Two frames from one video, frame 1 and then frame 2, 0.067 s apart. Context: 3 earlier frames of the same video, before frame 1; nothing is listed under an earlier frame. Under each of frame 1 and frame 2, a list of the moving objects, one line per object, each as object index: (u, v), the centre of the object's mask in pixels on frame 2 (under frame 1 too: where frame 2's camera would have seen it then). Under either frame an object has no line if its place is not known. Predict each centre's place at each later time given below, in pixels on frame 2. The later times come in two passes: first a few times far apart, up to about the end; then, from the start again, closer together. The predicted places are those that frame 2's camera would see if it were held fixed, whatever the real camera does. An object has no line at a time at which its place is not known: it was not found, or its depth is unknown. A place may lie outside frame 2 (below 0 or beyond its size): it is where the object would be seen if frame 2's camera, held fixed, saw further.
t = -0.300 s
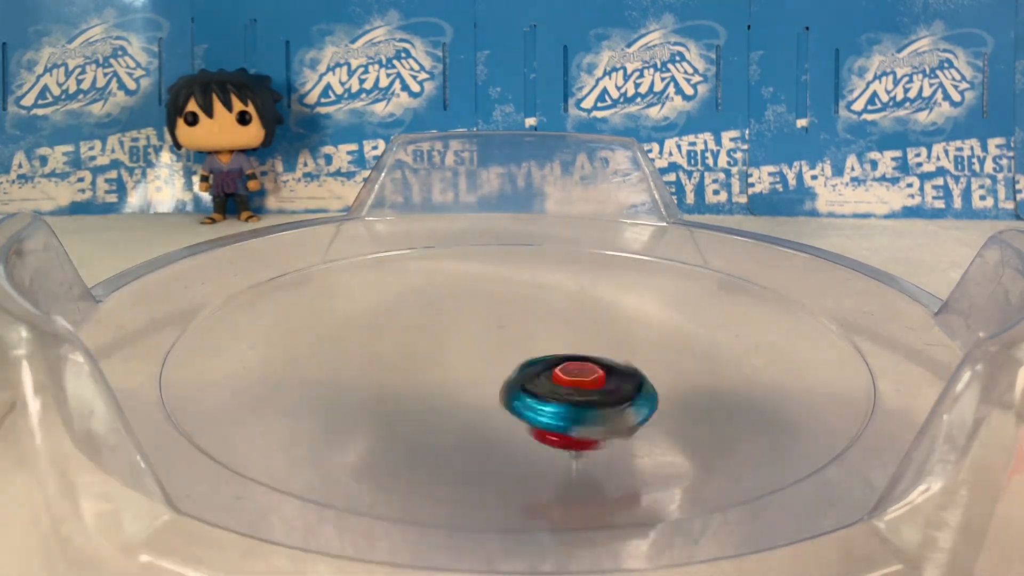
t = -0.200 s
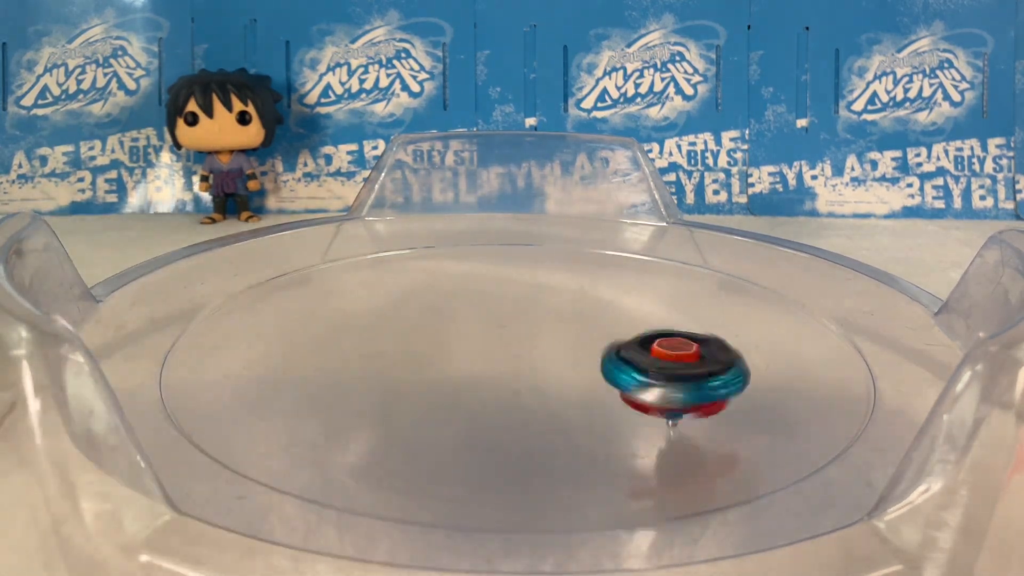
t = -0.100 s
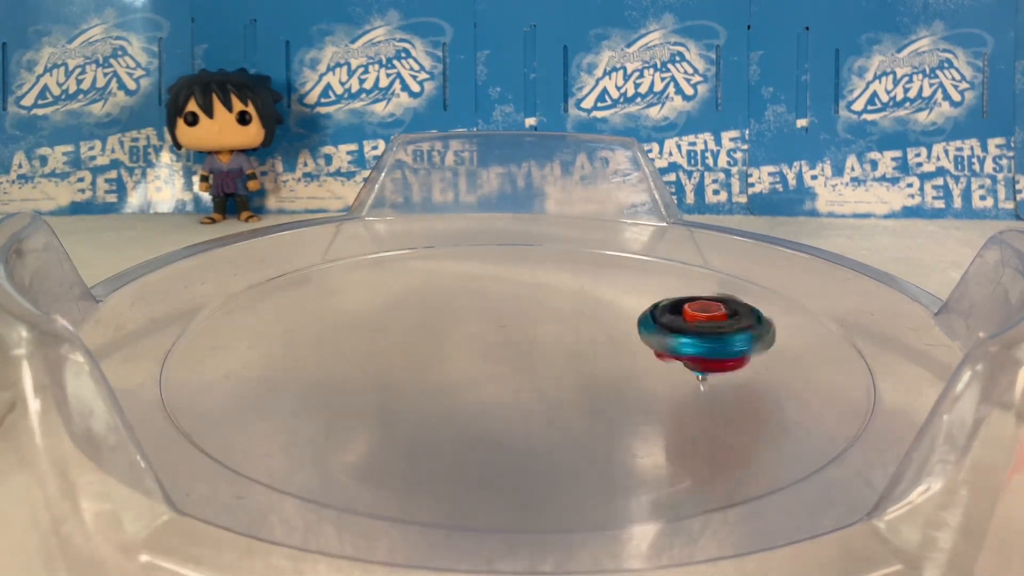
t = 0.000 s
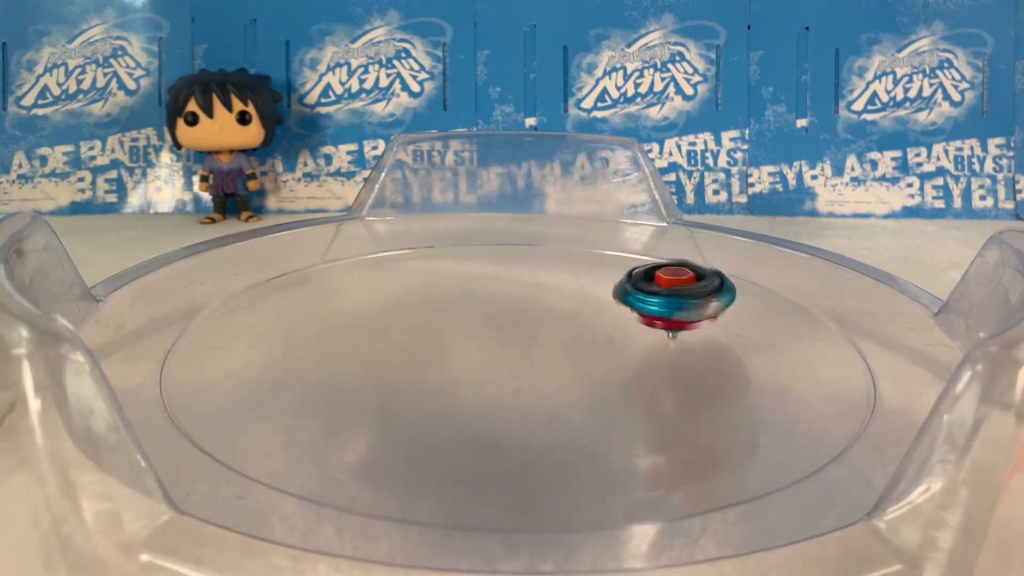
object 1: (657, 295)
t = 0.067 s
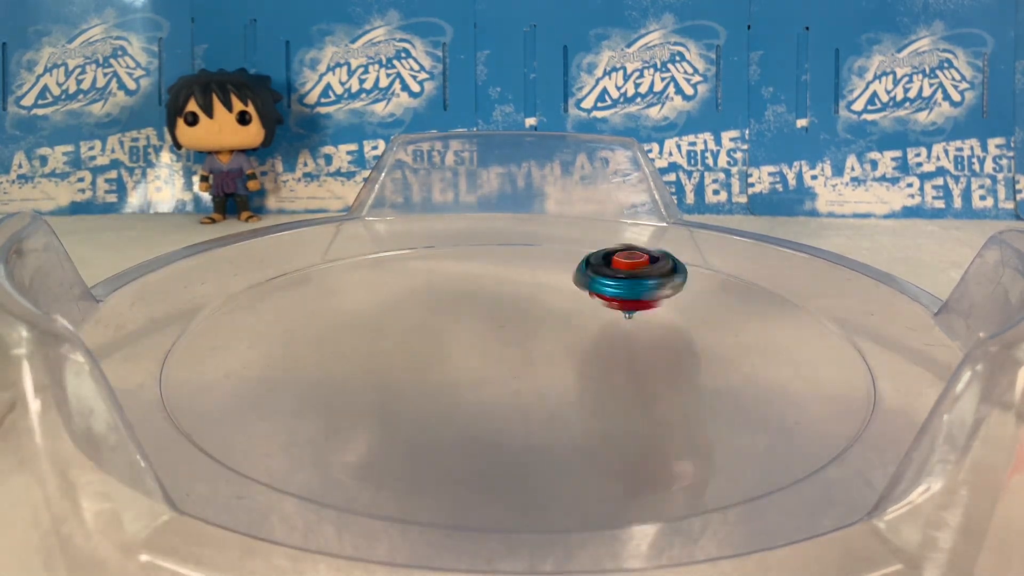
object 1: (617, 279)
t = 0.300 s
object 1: (420, 280)
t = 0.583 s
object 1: (394, 382)
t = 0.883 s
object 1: (695, 378)
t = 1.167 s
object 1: (598, 289)
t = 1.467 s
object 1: (348, 313)
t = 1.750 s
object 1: (434, 408)
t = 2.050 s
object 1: (668, 346)
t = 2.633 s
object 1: (324, 322)
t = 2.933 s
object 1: (545, 404)
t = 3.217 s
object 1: (673, 311)
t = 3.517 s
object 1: (472, 275)
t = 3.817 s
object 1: (344, 360)
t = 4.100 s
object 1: (614, 396)
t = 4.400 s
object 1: (636, 302)
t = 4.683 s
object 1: (408, 292)
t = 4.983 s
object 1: (342, 383)
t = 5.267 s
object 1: (627, 381)
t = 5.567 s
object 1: (579, 284)
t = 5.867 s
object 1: (367, 290)
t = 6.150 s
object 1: (407, 387)
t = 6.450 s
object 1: (683, 356)
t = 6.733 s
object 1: (581, 282)
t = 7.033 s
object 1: (371, 319)
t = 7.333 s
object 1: (461, 409)
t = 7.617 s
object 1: (684, 357)
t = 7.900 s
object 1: (537, 290)
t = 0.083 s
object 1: (600, 274)
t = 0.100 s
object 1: (588, 272)
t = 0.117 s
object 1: (589, 270)
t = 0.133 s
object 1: (566, 269)
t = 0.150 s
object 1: (547, 267)
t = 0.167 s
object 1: (530, 264)
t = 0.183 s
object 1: (519, 265)
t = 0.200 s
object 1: (509, 268)
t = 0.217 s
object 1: (491, 269)
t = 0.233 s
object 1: (471, 268)
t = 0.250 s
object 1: (455, 268)
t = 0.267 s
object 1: (448, 272)
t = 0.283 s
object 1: (437, 278)
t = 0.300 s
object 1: (420, 280)
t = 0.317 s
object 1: (403, 281)
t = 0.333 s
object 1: (395, 286)
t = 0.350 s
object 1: (386, 293)
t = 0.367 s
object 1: (381, 299)
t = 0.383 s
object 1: (363, 303)
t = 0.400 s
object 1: (353, 308)
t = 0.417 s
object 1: (351, 318)
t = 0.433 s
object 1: (359, 322)
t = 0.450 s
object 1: (344, 330)
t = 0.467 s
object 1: (336, 335)
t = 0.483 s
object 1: (334, 341)
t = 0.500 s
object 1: (343, 351)
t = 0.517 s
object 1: (359, 356)
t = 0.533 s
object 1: (350, 365)
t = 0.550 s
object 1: (350, 369)
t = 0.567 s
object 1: (358, 374)
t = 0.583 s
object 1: (394, 382)
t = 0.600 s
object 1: (404, 388)
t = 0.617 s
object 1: (404, 395)
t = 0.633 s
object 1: (413, 397)
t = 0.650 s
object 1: (429, 397)
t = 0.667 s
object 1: (478, 404)
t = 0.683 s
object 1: (486, 411)
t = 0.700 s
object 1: (498, 411)
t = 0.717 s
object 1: (513, 409)
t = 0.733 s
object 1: (532, 406)
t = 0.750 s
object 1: (564, 411)
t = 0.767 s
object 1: (593, 410)
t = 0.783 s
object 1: (607, 408)
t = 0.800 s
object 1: (618, 402)
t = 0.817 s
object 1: (631, 395)
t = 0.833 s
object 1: (649, 390)
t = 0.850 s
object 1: (672, 390)
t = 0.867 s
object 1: (687, 385)
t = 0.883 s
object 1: (695, 378)
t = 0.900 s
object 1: (697, 368)
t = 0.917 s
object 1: (698, 360)
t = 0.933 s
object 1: (708, 356)
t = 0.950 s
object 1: (715, 351)
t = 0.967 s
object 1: (717, 345)
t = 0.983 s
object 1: (710, 336)
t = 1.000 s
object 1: (700, 329)
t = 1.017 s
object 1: (692, 322)
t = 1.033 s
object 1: (690, 318)
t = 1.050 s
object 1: (698, 312)
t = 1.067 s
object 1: (676, 309)
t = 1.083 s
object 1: (661, 304)
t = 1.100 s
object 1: (644, 298)
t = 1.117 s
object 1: (633, 295)
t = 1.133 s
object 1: (625, 288)
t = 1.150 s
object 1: (621, 290)
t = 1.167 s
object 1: (598, 289)
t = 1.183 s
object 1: (578, 285)
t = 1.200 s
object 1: (562, 284)
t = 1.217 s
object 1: (549, 284)
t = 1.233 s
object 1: (539, 285)
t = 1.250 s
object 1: (531, 282)
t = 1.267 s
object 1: (507, 284)
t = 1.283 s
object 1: (488, 283)
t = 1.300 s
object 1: (472, 282)
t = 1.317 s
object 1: (463, 285)
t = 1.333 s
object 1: (460, 287)
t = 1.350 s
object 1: (440, 289)
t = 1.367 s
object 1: (419, 291)
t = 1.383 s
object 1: (403, 293)
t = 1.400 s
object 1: (390, 296)
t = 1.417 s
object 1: (380, 300)
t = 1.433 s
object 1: (383, 303)
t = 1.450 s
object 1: (364, 309)
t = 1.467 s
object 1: (348, 313)
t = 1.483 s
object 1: (335, 316)
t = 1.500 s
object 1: (328, 321)
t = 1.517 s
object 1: (326, 320)
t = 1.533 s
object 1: (334, 334)
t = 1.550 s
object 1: (318, 341)
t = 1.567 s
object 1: (310, 346)
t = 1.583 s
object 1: (305, 351)
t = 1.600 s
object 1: (307, 358)
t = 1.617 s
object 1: (317, 359)
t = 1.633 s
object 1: (337, 372)
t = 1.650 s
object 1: (333, 381)
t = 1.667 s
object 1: (336, 385)
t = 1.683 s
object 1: (345, 389)
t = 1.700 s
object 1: (356, 392)
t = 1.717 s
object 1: (381, 400)
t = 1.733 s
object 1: (410, 407)
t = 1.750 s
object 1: (434, 408)
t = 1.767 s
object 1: (443, 414)
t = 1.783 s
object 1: (458, 414)
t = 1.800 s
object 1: (475, 412)
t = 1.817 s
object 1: (497, 410)
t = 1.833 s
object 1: (546, 414)
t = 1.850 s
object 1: (566, 413)
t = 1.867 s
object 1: (583, 410)
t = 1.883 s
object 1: (590, 409)
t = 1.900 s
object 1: (602, 403)
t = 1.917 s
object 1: (614, 396)
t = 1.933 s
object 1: (626, 389)
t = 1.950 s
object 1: (650, 390)
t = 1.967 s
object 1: (673, 382)
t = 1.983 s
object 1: (680, 375)
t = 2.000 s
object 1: (675, 370)
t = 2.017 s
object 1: (675, 363)
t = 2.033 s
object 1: (671, 354)
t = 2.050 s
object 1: (668, 346)
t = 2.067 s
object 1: (663, 338)
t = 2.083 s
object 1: (664, 334)
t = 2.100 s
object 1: (666, 331)
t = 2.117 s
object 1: (674, 323)
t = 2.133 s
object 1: (655, 318)
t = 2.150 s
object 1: (642, 312)
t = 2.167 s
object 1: (631, 306)
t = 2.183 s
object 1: (618, 299)
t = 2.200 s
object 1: (608, 295)
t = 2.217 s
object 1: (616, 294)
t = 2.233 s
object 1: (604, 290)
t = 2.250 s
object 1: (584, 288)
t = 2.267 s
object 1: (569, 284)
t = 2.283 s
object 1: (553, 280)
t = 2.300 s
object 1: (537, 277)
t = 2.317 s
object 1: (523, 274)
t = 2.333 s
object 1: (512, 274)
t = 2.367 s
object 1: (497, 272)
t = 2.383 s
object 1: (475, 274)
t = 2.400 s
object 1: (459, 273)
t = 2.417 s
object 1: (442, 271)
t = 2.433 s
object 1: (428, 272)
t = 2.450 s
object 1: (414, 273)
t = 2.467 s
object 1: (405, 276)
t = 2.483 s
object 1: (396, 281)
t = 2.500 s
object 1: (391, 282)
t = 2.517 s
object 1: (372, 287)
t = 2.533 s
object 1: (357, 289)
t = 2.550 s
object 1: (344, 292)
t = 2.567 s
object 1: (332, 296)
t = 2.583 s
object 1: (325, 299)
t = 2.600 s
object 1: (320, 306)
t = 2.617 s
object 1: (333, 315)
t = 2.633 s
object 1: (324, 322)
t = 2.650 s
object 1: (314, 329)
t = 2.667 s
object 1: (310, 335)
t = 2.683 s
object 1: (308, 341)
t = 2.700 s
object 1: (308, 346)
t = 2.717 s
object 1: (313, 352)
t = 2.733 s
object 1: (346, 363)
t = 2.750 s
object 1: (356, 370)
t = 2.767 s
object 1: (364, 374)
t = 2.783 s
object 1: (375, 382)
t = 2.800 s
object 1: (383, 389)
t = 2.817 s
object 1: (393, 391)
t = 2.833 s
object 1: (409, 393)
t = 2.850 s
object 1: (426, 394)
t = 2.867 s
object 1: (446, 395)
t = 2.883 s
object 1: (466, 395)
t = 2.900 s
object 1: (513, 403)
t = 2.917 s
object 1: (523, 405)
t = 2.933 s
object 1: (545, 404)
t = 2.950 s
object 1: (561, 403)
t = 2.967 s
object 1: (577, 399)
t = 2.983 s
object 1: (590, 394)
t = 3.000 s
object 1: (604, 389)
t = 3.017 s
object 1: (617, 382)
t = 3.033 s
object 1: (631, 377)
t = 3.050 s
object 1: (643, 370)
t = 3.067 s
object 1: (661, 371)
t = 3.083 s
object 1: (673, 366)
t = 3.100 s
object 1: (694, 357)
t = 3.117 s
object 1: (699, 351)
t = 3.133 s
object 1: (690, 346)
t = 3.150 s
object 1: (689, 339)
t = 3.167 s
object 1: (686, 332)
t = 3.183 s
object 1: (682, 324)
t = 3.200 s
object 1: (678, 317)
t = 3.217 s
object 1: (673, 311)
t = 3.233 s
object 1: (667, 304)
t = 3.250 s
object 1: (663, 300)
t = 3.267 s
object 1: (659, 299)
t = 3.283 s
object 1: (664, 292)
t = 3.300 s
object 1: (645, 290)
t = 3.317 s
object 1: (632, 286)
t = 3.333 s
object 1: (619, 283)
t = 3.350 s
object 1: (605, 279)
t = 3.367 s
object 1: (590, 275)
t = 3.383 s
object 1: (576, 272)
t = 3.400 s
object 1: (562, 270)
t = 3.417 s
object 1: (548, 268)
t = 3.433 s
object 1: (535, 268)
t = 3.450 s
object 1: (524, 271)
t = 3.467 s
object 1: (513, 272)
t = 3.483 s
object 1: (509, 270)
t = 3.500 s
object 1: (493, 272)
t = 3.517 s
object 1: (472, 275)
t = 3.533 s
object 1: (456, 276)
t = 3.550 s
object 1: (441, 278)
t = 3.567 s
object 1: (427, 280)
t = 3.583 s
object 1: (414, 283)
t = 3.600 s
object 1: (402, 287)
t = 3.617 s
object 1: (392, 290)
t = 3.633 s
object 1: (386, 296)
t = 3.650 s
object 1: (378, 301)
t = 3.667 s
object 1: (368, 303)
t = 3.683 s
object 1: (369, 315)
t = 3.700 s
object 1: (364, 319)
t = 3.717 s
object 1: (354, 327)
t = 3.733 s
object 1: (345, 332)
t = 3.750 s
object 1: (340, 337)
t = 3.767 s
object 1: (338, 343)
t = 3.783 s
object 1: (338, 349)
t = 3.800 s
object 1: (339, 354)
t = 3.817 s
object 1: (344, 360)
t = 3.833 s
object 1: (356, 367)
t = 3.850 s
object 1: (383, 376)
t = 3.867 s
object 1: (392, 381)
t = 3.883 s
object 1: (402, 387)
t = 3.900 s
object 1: (415, 392)
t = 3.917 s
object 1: (420, 399)
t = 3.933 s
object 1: (431, 403)
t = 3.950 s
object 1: (446, 406)
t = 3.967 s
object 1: (462, 408)
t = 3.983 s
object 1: (479, 408)
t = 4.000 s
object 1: (498, 408)
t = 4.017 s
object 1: (516, 408)
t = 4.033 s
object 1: (535, 407)
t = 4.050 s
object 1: (556, 405)
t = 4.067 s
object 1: (575, 403)
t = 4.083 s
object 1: (594, 399)
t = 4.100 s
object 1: (614, 396)
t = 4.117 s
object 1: (635, 394)
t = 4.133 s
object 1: (651, 394)
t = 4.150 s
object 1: (667, 388)
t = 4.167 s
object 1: (682, 384)
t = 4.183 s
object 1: (703, 375)
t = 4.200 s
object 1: (708, 369)
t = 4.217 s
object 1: (703, 366)
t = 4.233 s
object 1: (704, 359)
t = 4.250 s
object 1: (703, 352)
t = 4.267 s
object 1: (701, 345)
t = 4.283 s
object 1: (697, 338)
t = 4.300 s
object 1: (692, 332)
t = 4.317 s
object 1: (685, 326)
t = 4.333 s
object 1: (676, 320)
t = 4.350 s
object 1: (667, 315)
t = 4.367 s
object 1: (658, 311)
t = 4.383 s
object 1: (648, 306)
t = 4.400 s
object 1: (636, 302)
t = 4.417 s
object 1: (625, 298)
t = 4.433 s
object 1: (612, 294)
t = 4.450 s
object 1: (599, 291)
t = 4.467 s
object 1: (590, 293)
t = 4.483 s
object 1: (577, 292)
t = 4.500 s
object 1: (564, 289)
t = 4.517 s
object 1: (560, 287)
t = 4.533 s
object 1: (544, 286)
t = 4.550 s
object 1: (524, 286)
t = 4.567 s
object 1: (509, 286)
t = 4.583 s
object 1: (495, 286)
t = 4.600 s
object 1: (479, 285)
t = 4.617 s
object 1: (464, 287)
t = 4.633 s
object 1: (449, 287)
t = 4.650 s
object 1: (435, 288)
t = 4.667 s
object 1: (422, 290)
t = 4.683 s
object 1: (408, 292)
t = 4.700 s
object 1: (393, 294)
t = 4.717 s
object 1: (383, 297)
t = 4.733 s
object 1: (369, 300)
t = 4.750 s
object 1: (364, 305)
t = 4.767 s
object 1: (354, 310)
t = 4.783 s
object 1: (345, 311)
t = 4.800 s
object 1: (336, 312)
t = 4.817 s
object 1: (332, 319)
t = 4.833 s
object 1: (325, 326)
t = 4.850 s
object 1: (322, 335)
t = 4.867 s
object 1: (317, 339)
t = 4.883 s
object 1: (328, 345)
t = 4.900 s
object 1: (330, 352)
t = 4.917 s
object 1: (330, 357)
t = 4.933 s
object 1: (331, 364)
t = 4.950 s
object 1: (326, 372)
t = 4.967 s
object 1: (334, 378)
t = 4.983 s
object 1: (342, 383)
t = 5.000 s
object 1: (354, 389)
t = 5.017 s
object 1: (366, 393)
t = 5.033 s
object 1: (380, 397)
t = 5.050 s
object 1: (397, 401)
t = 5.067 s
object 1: (415, 404)
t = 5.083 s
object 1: (435, 406)
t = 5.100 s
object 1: (454, 408)
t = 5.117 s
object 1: (474, 409)
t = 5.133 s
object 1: (495, 408)
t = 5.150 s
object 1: (515, 407)
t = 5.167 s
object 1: (535, 405)
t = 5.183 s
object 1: (552, 403)
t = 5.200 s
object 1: (571, 399)
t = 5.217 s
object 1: (588, 396)
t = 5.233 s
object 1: (602, 392)
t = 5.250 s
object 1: (615, 387)
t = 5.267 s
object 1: (627, 381)
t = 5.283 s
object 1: (636, 376)
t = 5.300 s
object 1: (645, 369)
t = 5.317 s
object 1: (649, 364)
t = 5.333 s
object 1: (655, 358)
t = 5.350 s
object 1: (658, 351)
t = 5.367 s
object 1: (657, 345)
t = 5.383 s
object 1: (659, 339)
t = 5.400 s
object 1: (657, 333)
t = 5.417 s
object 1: (651, 327)
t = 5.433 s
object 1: (649, 321)
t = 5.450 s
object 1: (642, 315)
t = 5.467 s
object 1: (634, 310)
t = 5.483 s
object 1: (628, 305)
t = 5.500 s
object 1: (622, 300)
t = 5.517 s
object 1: (612, 296)
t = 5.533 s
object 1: (603, 292)
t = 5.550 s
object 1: (593, 288)
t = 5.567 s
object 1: (579, 284)
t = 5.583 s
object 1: (571, 281)
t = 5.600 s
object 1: (559, 278)
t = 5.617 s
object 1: (545, 276)
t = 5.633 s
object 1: (533, 274)
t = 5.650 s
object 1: (521, 272)
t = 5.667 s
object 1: (508, 270)
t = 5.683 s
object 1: (495, 270)
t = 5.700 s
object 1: (483, 269)
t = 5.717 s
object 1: (469, 269)
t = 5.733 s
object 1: (456, 269)
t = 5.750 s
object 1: (444, 270)
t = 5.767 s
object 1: (431, 271)
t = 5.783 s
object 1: (417, 272)
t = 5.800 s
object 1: (407, 276)
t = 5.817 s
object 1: (395, 278)
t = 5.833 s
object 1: (382, 280)
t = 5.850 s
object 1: (376, 286)
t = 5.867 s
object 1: (367, 290)
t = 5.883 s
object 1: (357, 294)
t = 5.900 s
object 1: (350, 299)
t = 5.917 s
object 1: (343, 305)
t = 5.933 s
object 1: (337, 310)
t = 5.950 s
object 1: (333, 316)
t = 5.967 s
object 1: (330, 322)
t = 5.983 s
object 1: (328, 328)
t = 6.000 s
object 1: (328, 335)
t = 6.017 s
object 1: (331, 341)
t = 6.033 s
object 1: (333, 348)
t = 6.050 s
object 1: (339, 355)
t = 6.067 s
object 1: (347, 361)
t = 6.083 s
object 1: (355, 367)
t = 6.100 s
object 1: (365, 373)
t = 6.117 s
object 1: (379, 378)
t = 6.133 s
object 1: (391, 382)
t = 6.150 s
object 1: (407, 387)
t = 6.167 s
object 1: (424, 391)
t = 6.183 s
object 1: (439, 393)
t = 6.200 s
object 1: (454, 393)
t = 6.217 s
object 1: (474, 394)
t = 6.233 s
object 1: (491, 395)
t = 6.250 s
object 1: (512, 396)
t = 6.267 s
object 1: (531, 396)
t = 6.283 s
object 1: (548, 395)
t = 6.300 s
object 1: (567, 393)
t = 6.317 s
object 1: (585, 391)
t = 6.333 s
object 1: (602, 389)
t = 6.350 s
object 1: (618, 385)
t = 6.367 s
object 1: (632, 382)
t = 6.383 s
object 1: (646, 377)
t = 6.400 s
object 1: (659, 372)
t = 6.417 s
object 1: (668, 367)
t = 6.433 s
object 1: (678, 362)
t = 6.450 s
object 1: (683, 356)
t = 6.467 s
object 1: (689, 351)
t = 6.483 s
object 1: (693, 345)
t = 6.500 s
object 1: (694, 339)
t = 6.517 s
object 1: (695, 333)
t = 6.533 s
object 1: (693, 328)
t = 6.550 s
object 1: (690, 322)
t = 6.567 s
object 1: (686, 316)
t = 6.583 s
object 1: (680, 312)
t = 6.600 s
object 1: (672, 307)
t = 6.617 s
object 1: (663, 302)
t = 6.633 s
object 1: (663, 296)
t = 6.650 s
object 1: (644, 295)
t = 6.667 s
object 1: (641, 289)
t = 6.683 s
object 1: (629, 286)
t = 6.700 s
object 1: (618, 283)
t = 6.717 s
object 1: (604, 281)
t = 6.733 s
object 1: (581, 282)
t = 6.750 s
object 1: (562, 278)
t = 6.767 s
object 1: (548, 277)
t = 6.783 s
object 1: (535, 276)
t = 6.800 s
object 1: (521, 276)
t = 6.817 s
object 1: (507, 277)
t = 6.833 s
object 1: (494, 278)
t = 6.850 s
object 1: (480, 278)
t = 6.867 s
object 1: (468, 281)
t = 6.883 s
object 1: (456, 283)
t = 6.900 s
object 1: (443, 285)
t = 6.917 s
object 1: (433, 289)
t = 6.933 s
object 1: (422, 292)
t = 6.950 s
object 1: (412, 295)
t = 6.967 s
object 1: (401, 300)
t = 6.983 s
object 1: (393, 304)
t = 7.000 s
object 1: (385, 309)
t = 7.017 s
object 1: (378, 314)
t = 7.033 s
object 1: (371, 319)
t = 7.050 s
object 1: (365, 324)
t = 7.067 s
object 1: (360, 330)
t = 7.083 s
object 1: (356, 336)
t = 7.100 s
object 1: (353, 341)
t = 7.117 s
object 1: (360, 345)
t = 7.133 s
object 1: (361, 351)
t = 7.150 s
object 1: (362, 356)
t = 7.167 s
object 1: (365, 363)
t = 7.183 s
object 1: (370, 369)
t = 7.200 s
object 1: (375, 374)
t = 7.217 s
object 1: (382, 380)
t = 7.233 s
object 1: (393, 385)
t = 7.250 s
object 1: (402, 389)
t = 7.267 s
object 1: (391, 393)
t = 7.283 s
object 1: (405, 398)
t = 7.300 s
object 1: (423, 401)
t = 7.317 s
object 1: (441, 406)
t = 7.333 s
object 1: (461, 409)
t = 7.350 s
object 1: (483, 412)
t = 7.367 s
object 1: (503, 414)
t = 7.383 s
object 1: (524, 414)
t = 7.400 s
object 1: (555, 410)
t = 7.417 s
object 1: (574, 410)
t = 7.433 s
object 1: (592, 408)
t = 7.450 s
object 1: (609, 405)
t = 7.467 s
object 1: (626, 402)
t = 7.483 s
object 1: (639, 398)
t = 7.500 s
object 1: (652, 393)
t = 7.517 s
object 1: (637, 386)
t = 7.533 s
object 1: (651, 382)
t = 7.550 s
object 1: (660, 377)
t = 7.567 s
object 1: (669, 372)
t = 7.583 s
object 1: (677, 368)
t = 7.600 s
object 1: (680, 363)
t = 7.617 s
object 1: (684, 357)
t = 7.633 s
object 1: (684, 352)
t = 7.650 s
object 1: (683, 346)
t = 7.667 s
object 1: (688, 337)
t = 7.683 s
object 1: (683, 332)
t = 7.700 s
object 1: (676, 327)
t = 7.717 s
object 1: (668, 322)
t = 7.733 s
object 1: (659, 317)
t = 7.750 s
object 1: (632, 312)
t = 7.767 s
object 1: (621, 308)
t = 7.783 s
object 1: (612, 304)
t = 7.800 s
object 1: (602, 301)
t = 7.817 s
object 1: (593, 299)
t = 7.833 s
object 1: (583, 297)
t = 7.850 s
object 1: (573, 295)
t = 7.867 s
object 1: (562, 293)
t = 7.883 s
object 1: (550, 291)
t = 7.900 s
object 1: (537, 290)
